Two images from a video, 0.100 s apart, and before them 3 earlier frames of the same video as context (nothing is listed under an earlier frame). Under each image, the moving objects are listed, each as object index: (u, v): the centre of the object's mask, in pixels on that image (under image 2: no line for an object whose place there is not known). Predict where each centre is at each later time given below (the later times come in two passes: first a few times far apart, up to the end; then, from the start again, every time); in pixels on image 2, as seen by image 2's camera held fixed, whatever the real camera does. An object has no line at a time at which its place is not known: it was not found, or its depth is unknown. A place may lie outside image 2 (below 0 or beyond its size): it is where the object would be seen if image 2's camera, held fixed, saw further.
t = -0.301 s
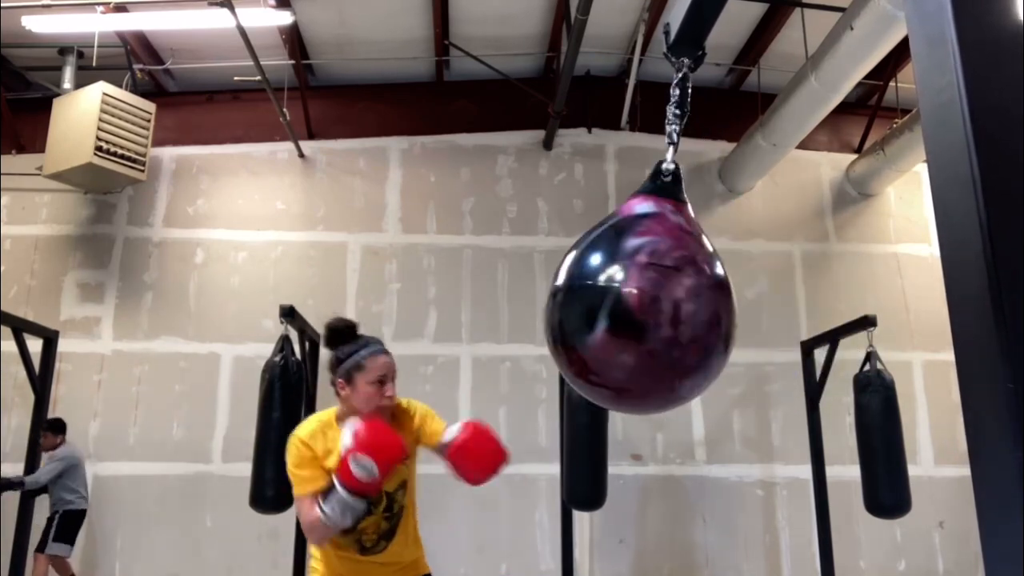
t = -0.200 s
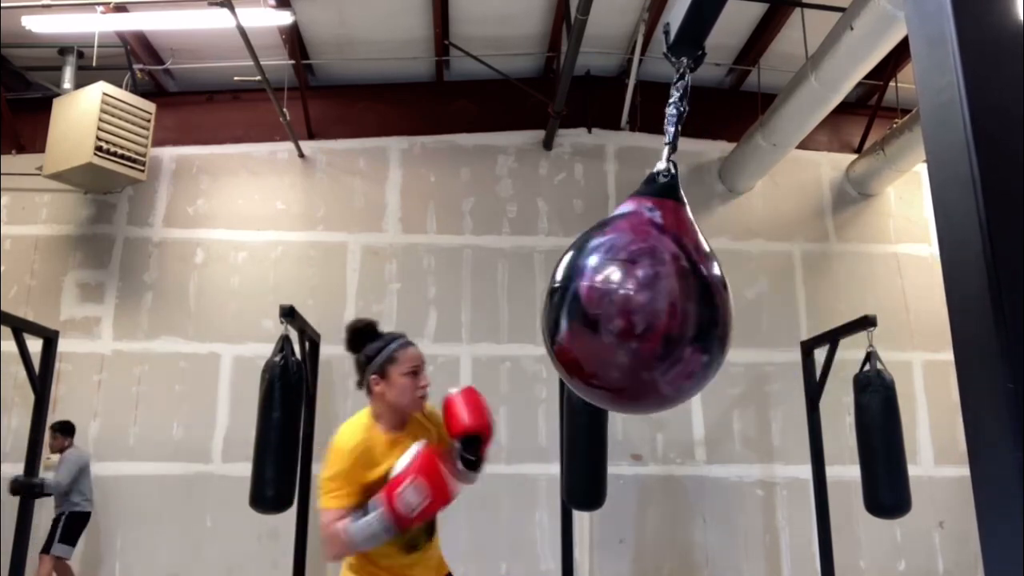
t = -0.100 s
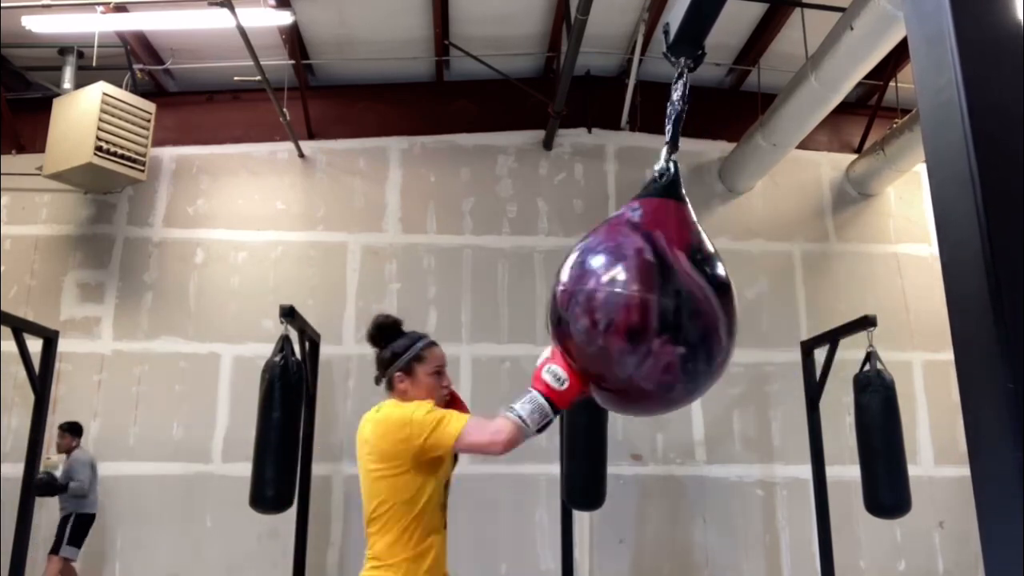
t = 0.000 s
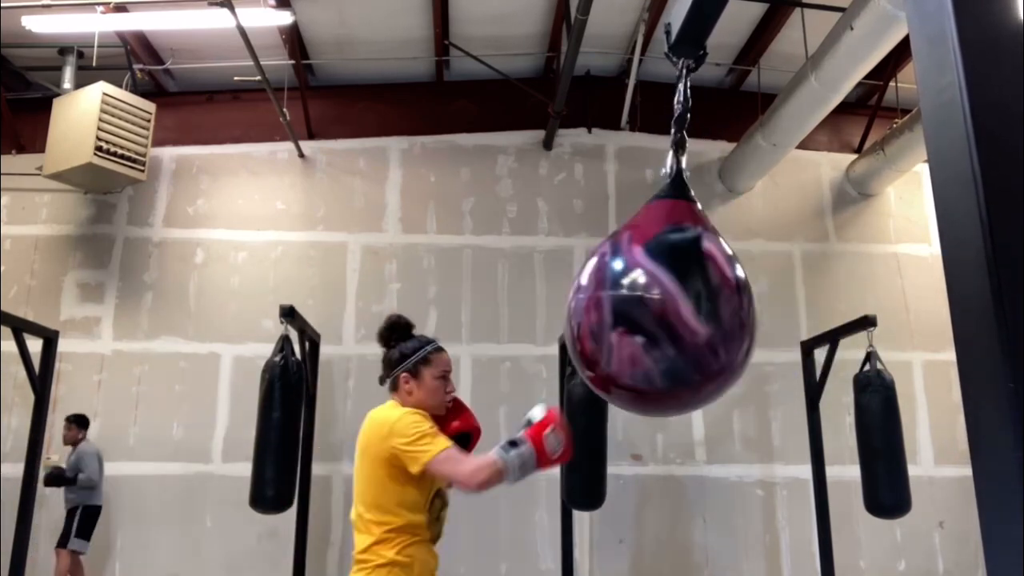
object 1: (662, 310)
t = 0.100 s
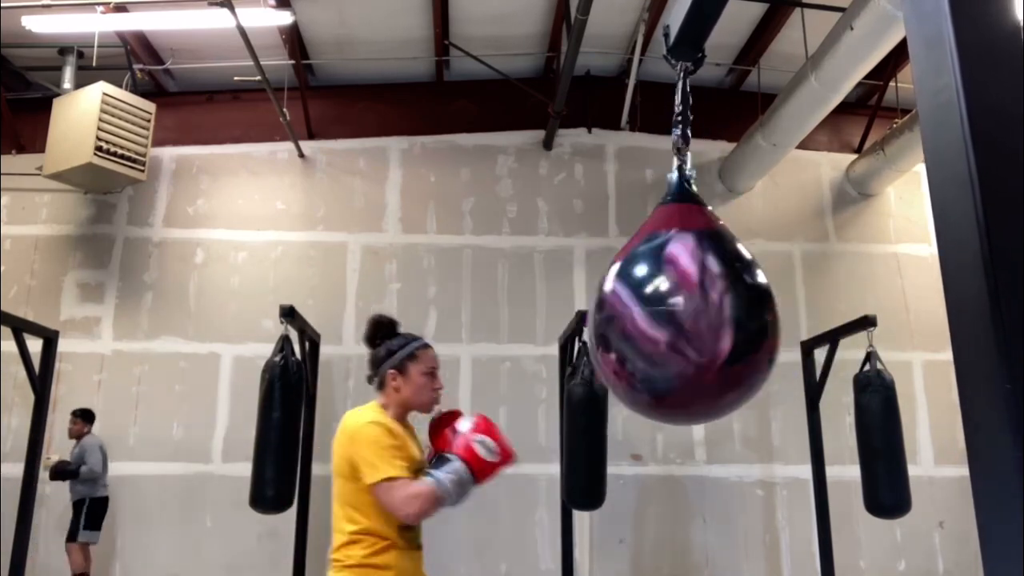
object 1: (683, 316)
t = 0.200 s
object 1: (706, 310)
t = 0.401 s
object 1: (749, 308)
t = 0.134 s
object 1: (692, 315)
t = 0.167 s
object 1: (698, 312)
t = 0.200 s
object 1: (706, 310)
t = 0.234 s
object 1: (714, 310)
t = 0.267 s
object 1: (723, 310)
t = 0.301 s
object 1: (731, 311)
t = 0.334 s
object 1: (736, 311)
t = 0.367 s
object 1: (743, 310)
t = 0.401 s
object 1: (749, 308)
